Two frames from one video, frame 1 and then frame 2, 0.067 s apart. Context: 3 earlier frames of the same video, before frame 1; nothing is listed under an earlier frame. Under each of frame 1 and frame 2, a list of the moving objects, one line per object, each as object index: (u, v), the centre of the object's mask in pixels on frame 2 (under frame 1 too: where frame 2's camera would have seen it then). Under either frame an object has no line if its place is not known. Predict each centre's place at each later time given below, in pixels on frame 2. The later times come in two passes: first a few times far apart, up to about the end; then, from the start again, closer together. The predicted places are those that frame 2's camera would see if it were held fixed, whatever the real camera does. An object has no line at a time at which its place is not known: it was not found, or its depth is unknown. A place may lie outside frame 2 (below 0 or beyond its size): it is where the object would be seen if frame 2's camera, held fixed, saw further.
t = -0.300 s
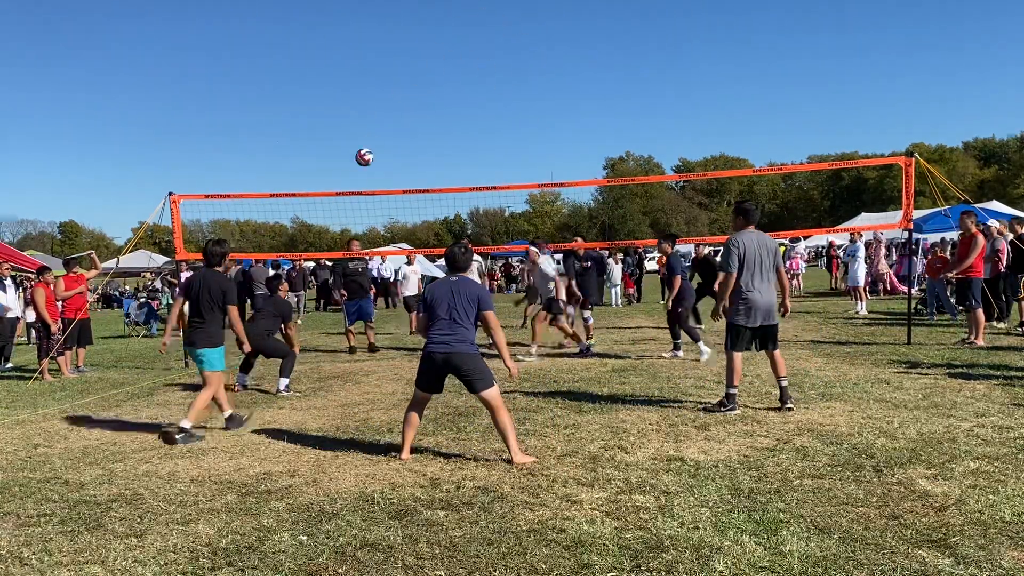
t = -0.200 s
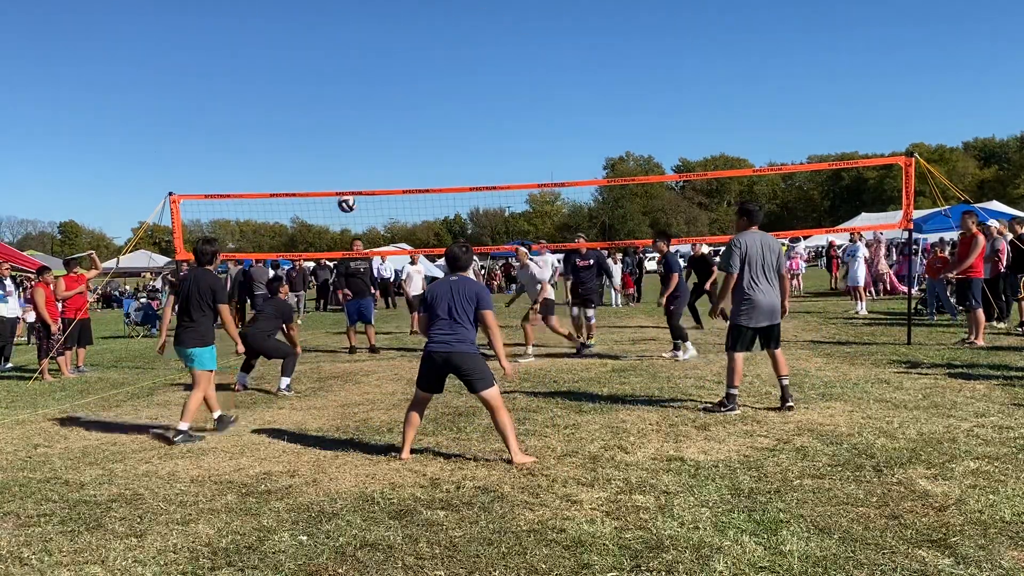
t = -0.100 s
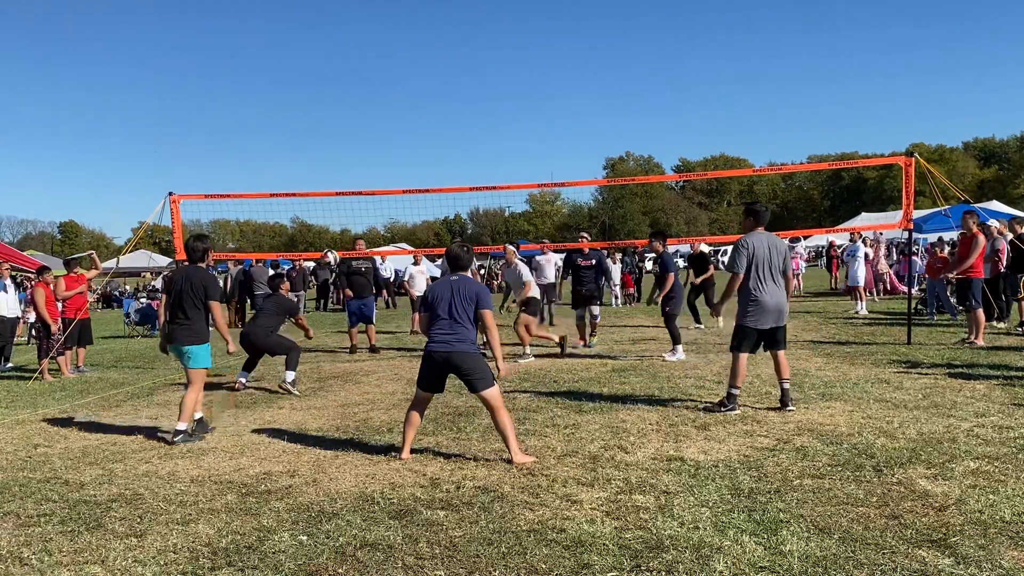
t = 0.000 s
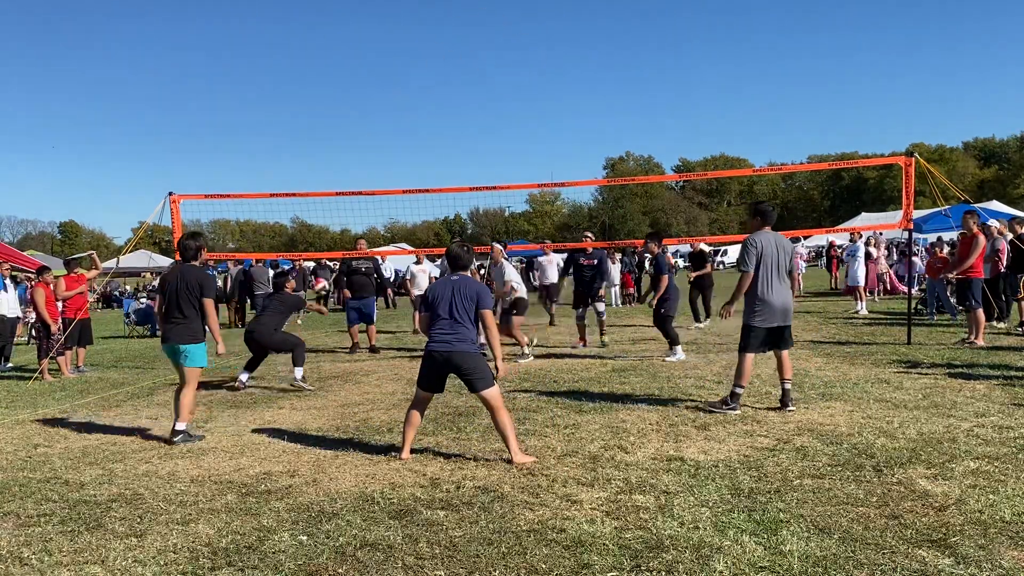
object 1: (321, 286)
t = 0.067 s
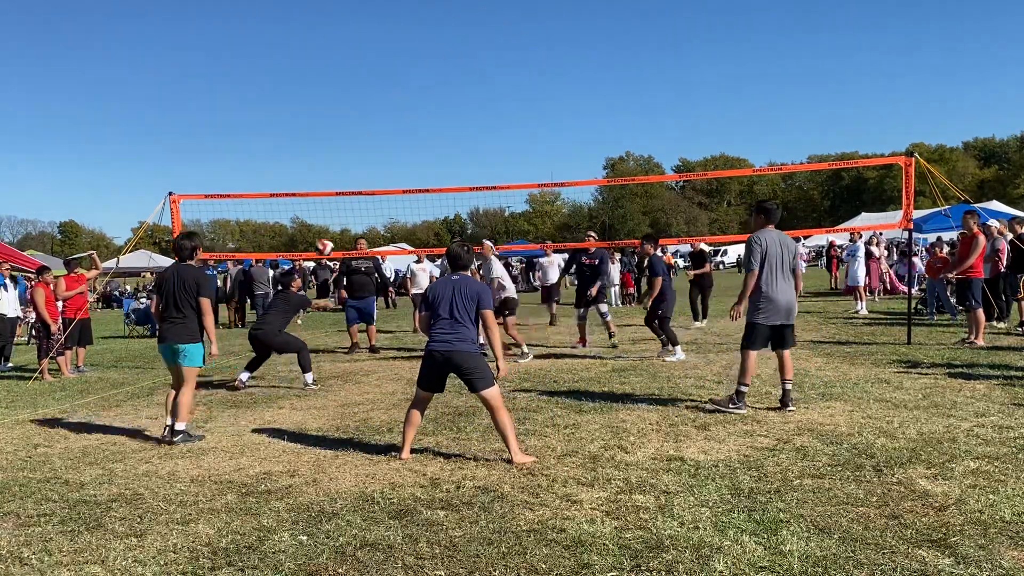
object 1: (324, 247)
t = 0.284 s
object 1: (339, 149)
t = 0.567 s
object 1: (360, 83)
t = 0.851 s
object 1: (382, 87)
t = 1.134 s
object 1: (408, 159)
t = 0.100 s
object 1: (327, 230)
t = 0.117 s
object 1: (327, 222)
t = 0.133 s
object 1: (329, 213)
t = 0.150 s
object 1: (330, 205)
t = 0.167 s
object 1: (331, 197)
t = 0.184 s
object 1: (332, 190)
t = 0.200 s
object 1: (333, 182)
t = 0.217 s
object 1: (334, 175)
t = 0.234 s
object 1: (336, 168)
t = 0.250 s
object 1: (337, 162)
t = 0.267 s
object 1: (338, 155)
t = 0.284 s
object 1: (339, 149)
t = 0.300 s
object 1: (340, 143)
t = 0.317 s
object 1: (341, 138)
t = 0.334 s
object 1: (343, 132)
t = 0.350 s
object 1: (344, 127)
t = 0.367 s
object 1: (345, 122)
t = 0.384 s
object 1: (346, 117)
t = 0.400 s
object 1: (347, 113)
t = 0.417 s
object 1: (349, 109)
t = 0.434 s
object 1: (350, 105)
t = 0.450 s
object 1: (351, 101)
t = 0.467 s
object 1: (352, 98)
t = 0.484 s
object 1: (353, 95)
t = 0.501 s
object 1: (355, 92)
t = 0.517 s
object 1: (356, 89)
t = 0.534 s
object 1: (357, 87)
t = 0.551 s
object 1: (358, 85)
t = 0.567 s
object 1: (360, 83)
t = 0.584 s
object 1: (361, 81)
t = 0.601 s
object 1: (362, 79)
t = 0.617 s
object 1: (363, 78)
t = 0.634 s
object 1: (365, 77)
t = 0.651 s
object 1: (366, 77)
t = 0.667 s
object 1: (367, 76)
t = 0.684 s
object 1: (369, 76)
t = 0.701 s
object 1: (370, 76)
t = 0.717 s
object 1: (371, 76)
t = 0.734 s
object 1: (373, 77)
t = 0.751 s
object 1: (374, 78)
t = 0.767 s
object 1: (375, 78)
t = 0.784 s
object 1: (377, 80)
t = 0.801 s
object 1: (378, 81)
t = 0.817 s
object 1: (380, 83)
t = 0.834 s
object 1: (381, 85)
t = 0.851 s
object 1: (382, 87)
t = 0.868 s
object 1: (384, 89)
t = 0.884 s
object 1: (385, 92)
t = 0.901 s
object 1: (387, 95)
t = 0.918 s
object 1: (388, 98)
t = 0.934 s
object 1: (390, 102)
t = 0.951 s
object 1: (391, 105)
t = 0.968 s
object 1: (393, 109)
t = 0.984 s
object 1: (394, 113)
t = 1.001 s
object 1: (396, 117)
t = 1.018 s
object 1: (397, 122)
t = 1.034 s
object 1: (399, 127)
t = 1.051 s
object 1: (400, 132)
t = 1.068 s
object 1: (402, 137)
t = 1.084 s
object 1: (403, 142)
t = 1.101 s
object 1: (405, 148)
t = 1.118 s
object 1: (406, 153)
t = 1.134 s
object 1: (408, 159)
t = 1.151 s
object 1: (409, 165)
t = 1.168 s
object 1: (411, 172)
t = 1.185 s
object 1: (412, 178)
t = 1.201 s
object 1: (414, 185)
